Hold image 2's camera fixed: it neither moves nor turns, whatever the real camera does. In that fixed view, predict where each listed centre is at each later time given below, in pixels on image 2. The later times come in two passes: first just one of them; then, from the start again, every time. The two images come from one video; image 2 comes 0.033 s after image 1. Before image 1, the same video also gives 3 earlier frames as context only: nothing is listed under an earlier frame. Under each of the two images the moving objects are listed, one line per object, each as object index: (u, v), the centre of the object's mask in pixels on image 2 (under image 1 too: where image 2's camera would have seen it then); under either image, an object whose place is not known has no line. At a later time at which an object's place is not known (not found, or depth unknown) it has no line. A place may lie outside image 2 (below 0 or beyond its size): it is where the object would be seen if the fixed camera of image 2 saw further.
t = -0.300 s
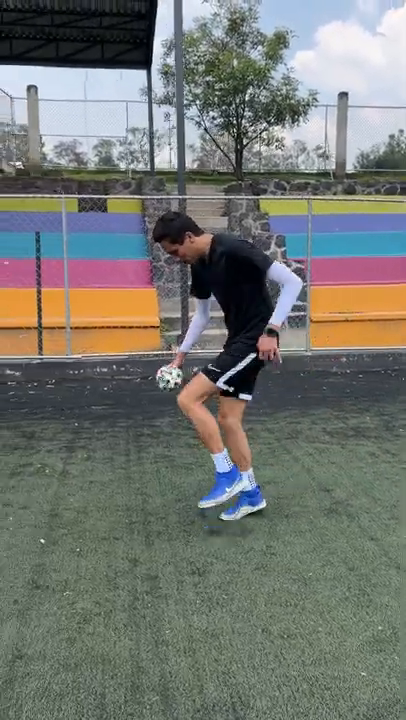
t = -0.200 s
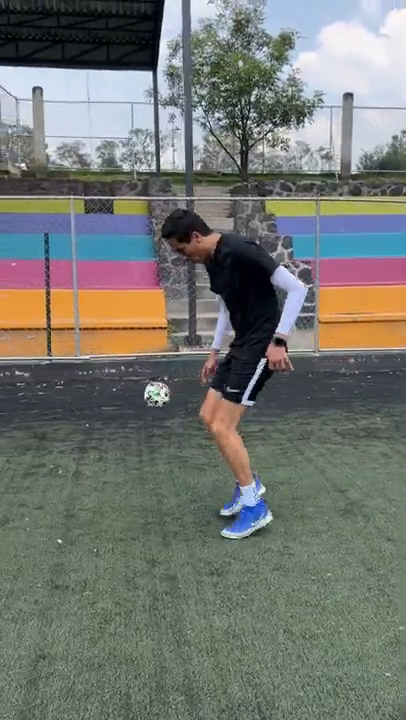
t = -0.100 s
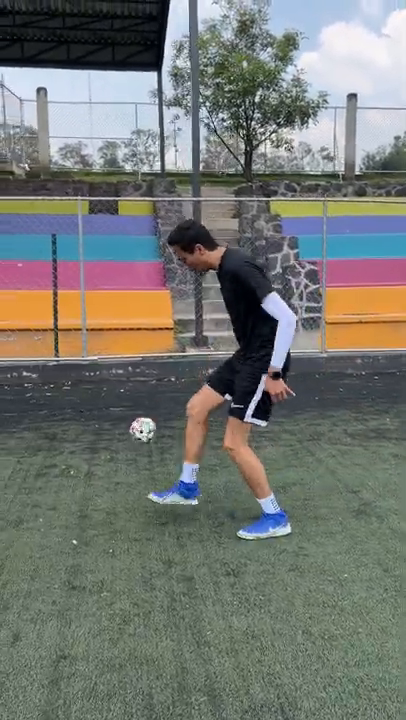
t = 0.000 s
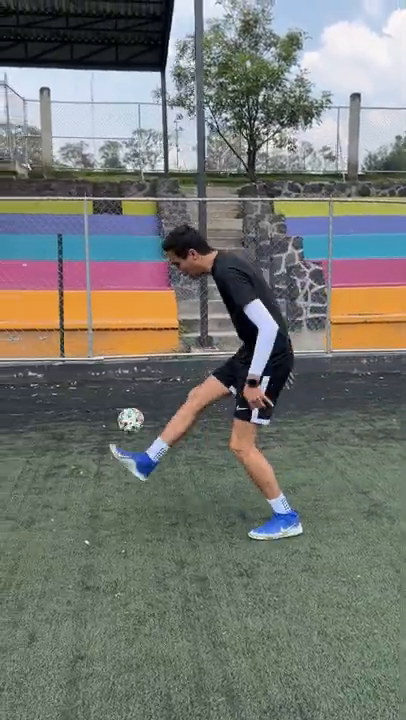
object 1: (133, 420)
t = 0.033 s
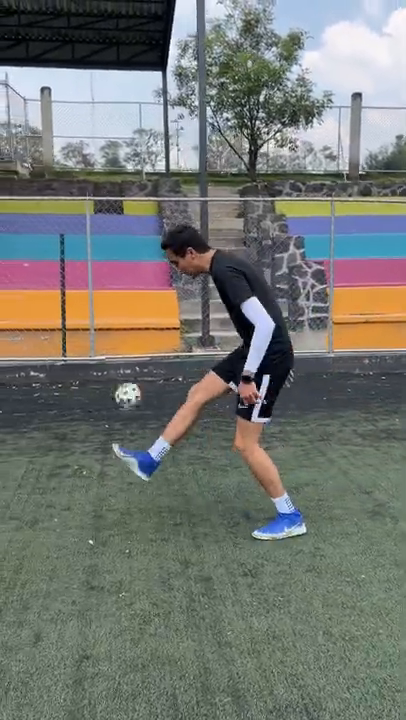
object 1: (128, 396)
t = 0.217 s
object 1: (103, 291)
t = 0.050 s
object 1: (125, 383)
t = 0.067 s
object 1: (122, 372)
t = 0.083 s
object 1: (120, 361)
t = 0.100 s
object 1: (118, 350)
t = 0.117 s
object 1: (116, 341)
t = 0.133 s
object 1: (113, 332)
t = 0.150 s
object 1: (112, 322)
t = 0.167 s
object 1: (110, 314)
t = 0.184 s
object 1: (108, 305)
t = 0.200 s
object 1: (105, 298)
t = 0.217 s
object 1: (103, 291)
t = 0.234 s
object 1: (100, 284)
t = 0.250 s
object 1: (98, 278)
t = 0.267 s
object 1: (96, 272)
